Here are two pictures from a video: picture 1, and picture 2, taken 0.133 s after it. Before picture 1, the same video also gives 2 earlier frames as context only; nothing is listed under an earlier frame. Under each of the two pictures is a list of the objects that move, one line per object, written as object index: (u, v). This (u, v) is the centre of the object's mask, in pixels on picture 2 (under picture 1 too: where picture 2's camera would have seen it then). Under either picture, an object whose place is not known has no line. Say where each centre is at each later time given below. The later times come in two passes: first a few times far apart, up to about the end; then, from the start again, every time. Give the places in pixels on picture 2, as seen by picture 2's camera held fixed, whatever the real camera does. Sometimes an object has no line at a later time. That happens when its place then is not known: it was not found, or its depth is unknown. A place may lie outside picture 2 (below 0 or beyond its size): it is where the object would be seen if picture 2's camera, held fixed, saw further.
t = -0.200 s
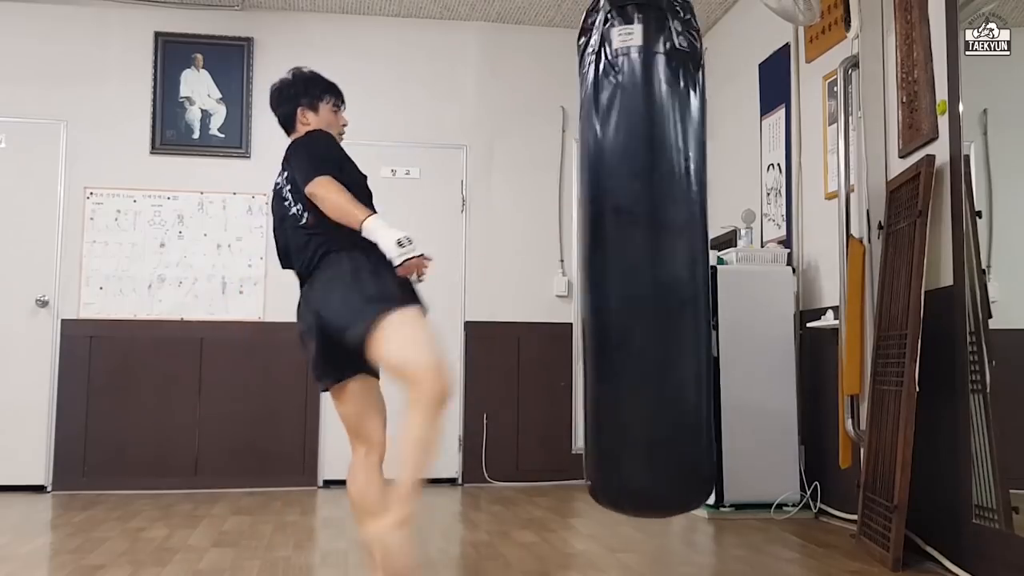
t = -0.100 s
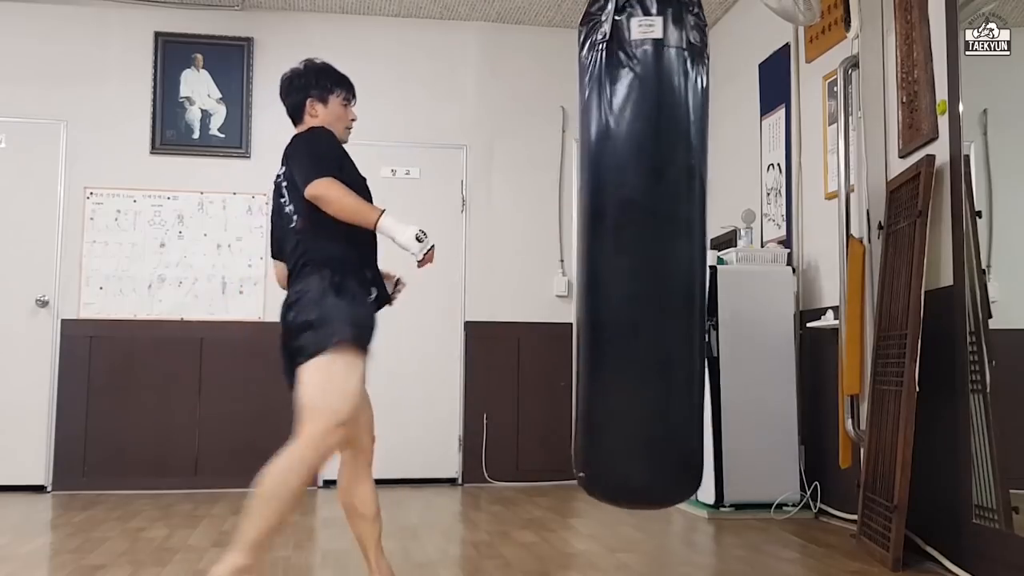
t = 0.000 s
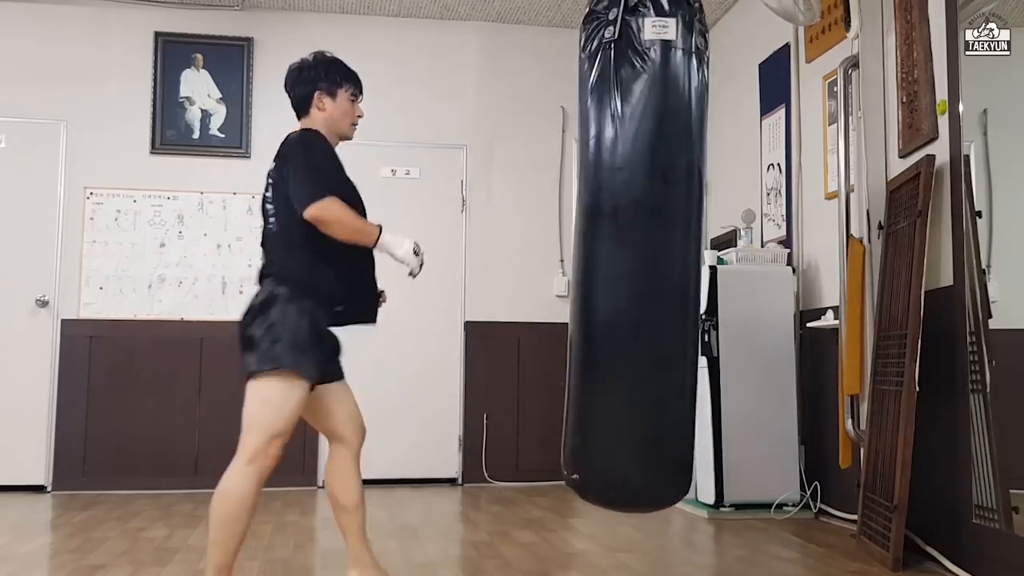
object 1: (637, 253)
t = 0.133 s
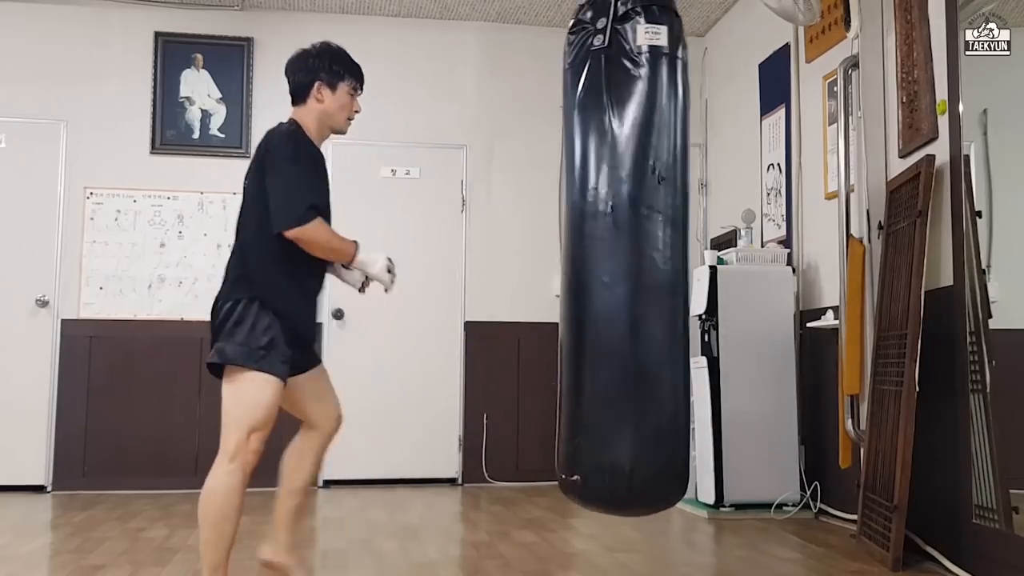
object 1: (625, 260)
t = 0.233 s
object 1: (616, 258)
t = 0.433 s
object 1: (609, 254)
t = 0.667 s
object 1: (595, 256)
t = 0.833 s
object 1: (594, 255)
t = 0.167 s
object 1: (623, 259)
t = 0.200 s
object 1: (618, 259)
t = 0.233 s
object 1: (616, 258)
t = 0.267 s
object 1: (614, 258)
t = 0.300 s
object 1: (613, 257)
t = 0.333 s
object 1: (611, 257)
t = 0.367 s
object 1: (610, 257)
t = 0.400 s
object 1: (609, 255)
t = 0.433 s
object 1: (609, 254)
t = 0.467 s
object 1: (608, 254)
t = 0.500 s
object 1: (606, 254)
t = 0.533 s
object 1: (604, 255)
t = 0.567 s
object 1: (602, 256)
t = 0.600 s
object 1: (600, 256)
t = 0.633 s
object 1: (598, 256)
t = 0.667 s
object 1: (595, 256)
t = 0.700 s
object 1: (594, 255)
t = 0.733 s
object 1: (594, 255)
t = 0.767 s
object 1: (594, 255)
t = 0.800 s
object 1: (594, 255)
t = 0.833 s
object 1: (594, 255)
